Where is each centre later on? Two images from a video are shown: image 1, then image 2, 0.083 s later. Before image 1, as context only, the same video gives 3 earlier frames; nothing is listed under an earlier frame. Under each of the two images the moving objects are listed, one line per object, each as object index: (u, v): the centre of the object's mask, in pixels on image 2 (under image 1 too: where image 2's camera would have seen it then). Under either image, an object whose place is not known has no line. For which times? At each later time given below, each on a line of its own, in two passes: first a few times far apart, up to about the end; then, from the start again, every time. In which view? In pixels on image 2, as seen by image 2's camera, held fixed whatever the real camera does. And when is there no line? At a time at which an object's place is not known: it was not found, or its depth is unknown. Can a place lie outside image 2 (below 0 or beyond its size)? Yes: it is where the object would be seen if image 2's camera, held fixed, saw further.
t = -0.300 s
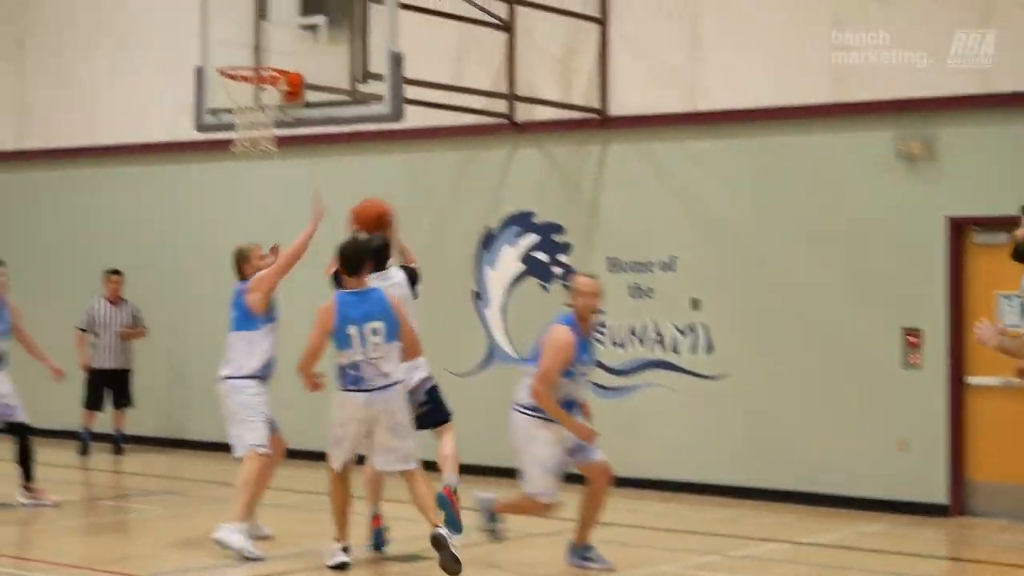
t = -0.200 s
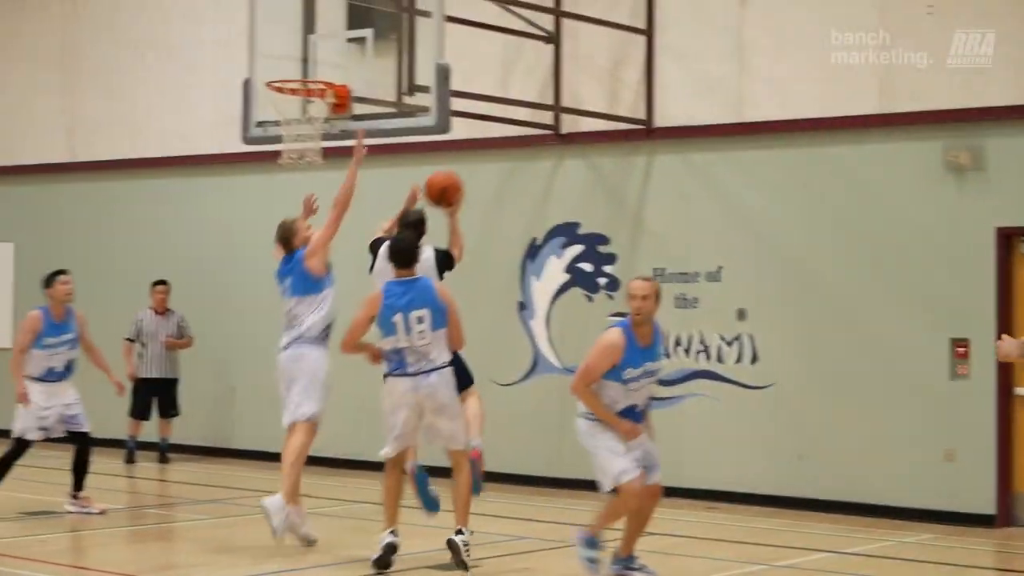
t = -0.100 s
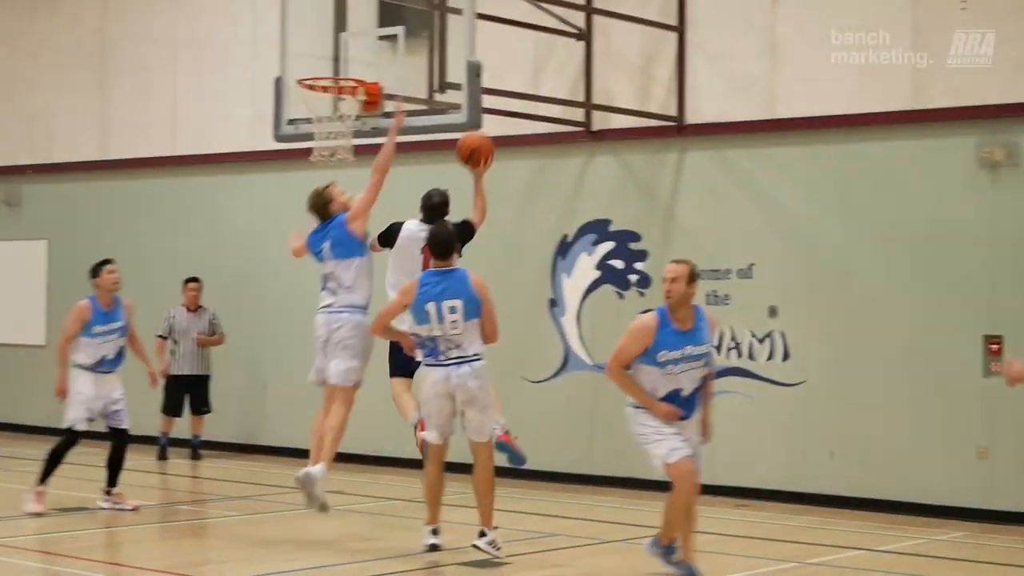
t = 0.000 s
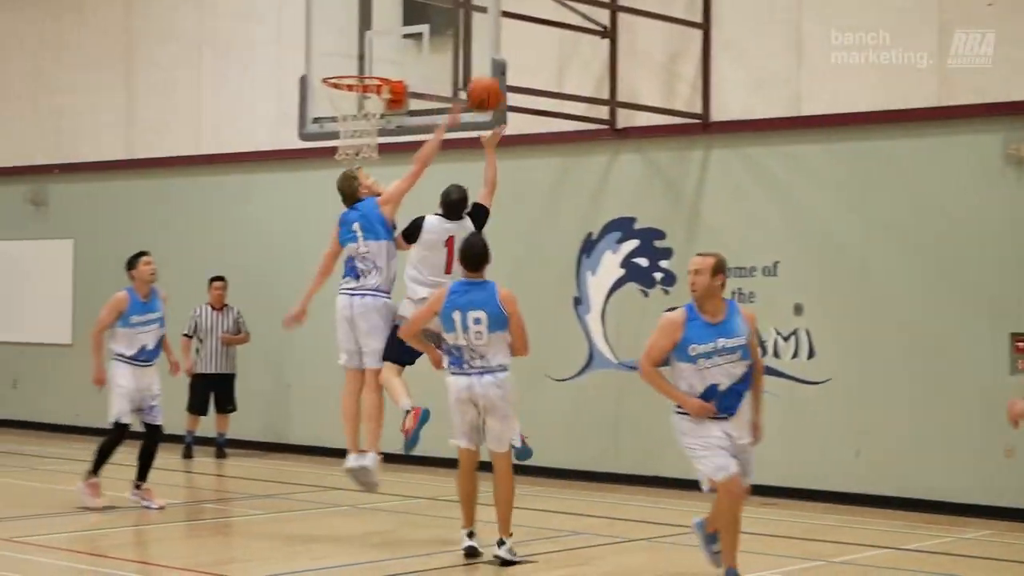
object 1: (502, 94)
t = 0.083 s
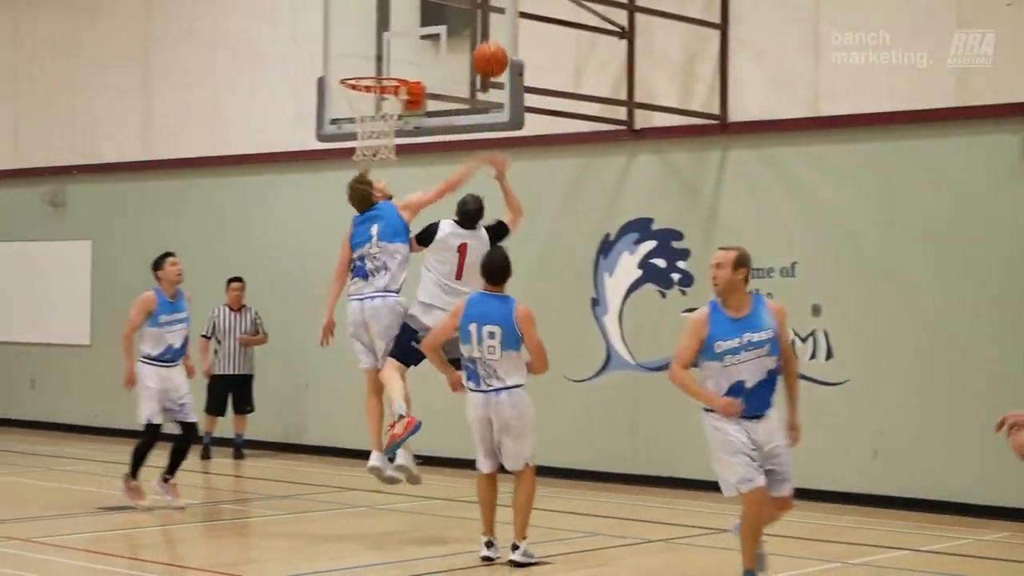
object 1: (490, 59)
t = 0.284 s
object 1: (461, 21)
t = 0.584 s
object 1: (378, 69)
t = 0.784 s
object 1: (348, 132)
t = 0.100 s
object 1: (487, 54)
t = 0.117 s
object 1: (485, 49)
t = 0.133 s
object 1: (482, 44)
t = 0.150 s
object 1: (480, 40)
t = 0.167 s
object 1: (477, 36)
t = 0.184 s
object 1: (475, 33)
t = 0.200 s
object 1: (472, 30)
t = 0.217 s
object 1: (470, 27)
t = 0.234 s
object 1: (468, 25)
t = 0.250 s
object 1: (465, 23)
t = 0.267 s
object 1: (463, 22)
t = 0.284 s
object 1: (461, 21)
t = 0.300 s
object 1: (458, 21)
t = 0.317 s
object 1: (453, 20)
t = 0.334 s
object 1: (449, 21)
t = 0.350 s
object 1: (443, 22)
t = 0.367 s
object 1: (439, 23)
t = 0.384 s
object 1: (434, 25)
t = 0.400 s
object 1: (429, 27)
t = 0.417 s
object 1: (425, 29)
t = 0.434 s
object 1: (420, 32)
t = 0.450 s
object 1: (416, 35)
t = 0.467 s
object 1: (411, 39)
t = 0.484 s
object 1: (406, 42)
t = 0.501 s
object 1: (402, 47)
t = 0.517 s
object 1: (397, 52)
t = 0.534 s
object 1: (392, 57)
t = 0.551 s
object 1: (388, 62)
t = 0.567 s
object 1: (383, 65)
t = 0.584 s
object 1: (378, 69)
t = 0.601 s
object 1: (372, 77)
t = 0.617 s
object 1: (370, 90)
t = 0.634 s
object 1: (365, 95)
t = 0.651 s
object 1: (360, 103)
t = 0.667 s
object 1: (356, 110)
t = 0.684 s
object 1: (354, 116)
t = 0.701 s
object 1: (352, 119)
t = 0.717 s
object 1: (350, 123)
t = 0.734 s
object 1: (349, 125)
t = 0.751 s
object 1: (349, 127)
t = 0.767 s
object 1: (348, 130)
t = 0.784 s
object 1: (348, 132)
